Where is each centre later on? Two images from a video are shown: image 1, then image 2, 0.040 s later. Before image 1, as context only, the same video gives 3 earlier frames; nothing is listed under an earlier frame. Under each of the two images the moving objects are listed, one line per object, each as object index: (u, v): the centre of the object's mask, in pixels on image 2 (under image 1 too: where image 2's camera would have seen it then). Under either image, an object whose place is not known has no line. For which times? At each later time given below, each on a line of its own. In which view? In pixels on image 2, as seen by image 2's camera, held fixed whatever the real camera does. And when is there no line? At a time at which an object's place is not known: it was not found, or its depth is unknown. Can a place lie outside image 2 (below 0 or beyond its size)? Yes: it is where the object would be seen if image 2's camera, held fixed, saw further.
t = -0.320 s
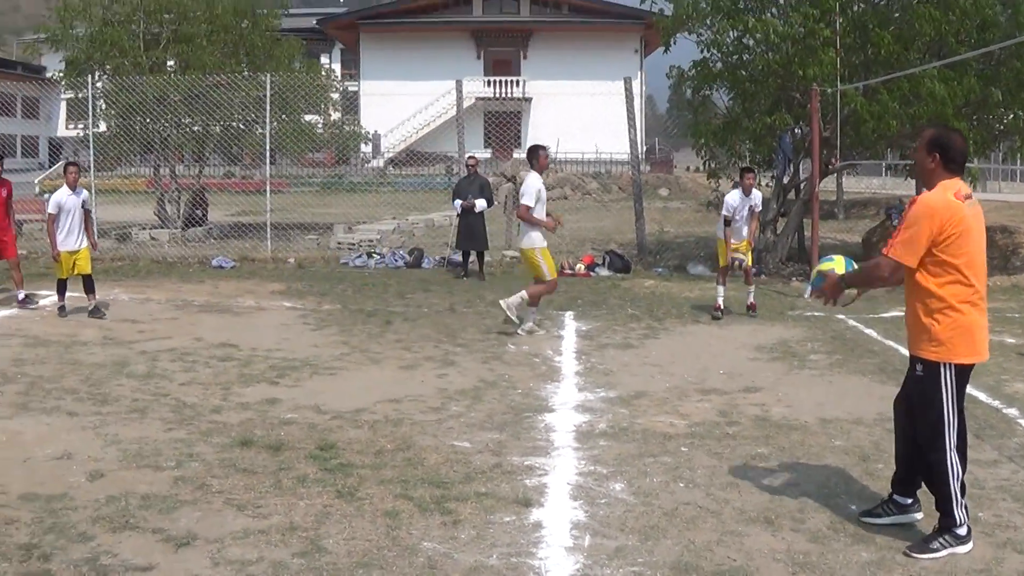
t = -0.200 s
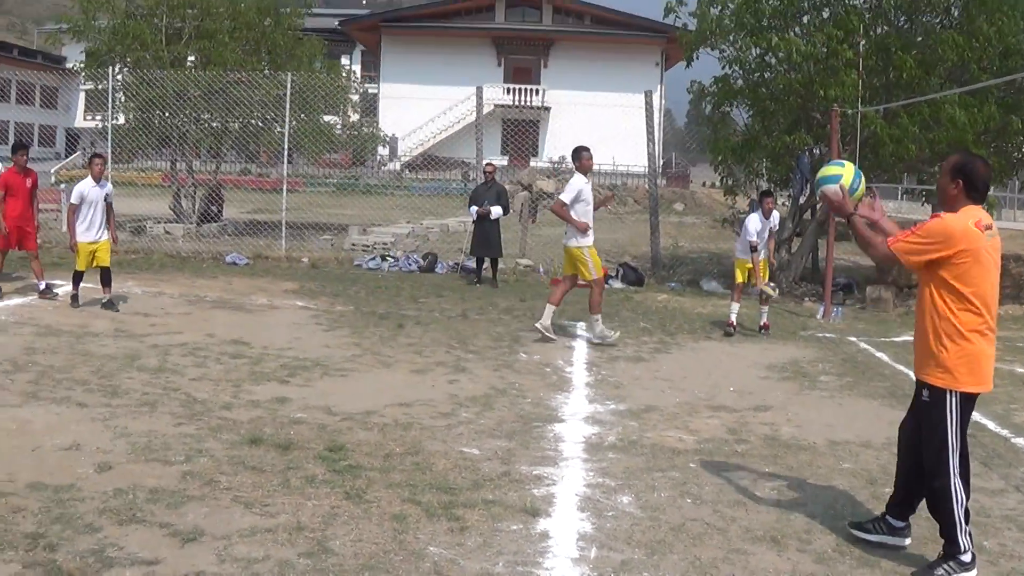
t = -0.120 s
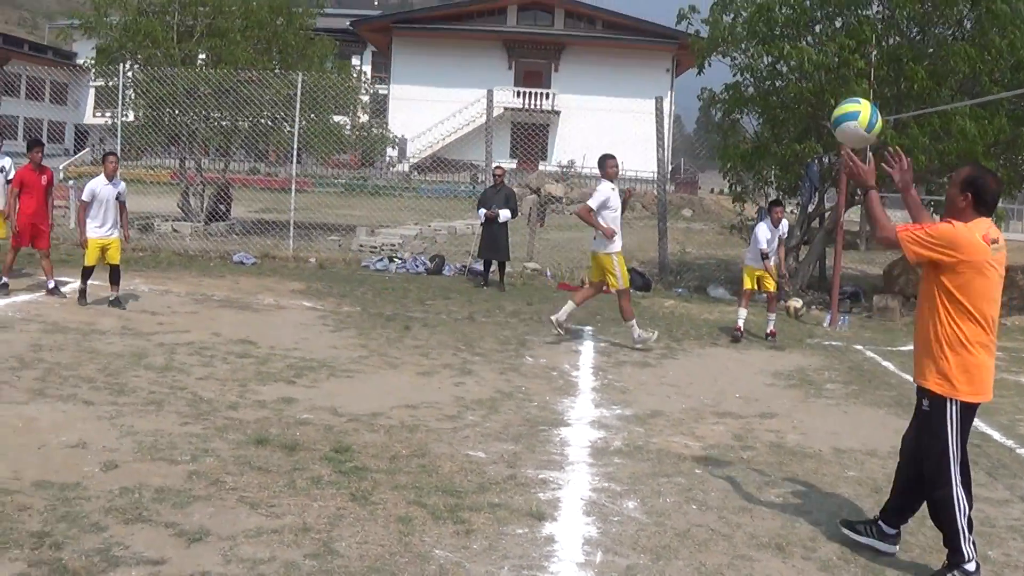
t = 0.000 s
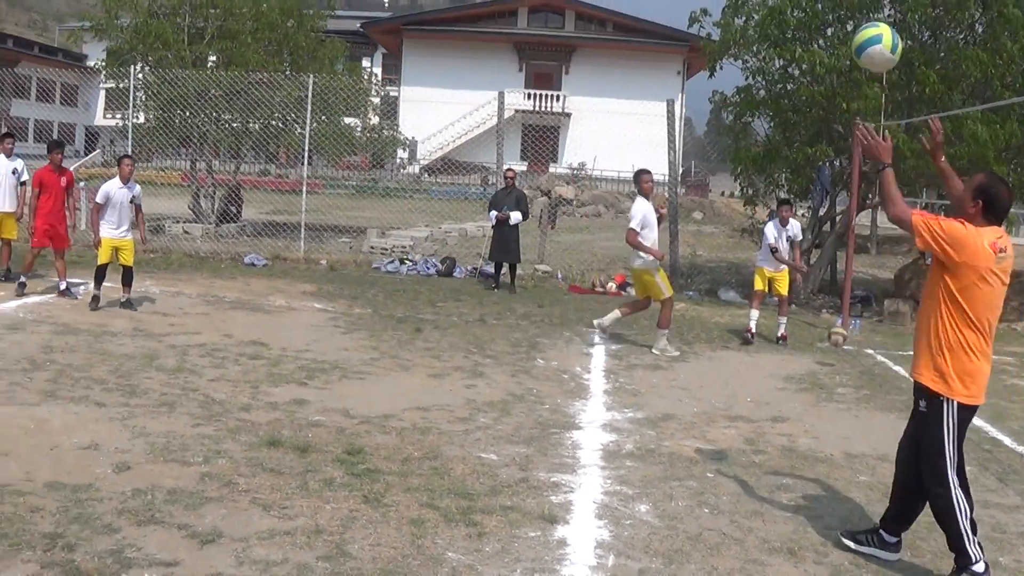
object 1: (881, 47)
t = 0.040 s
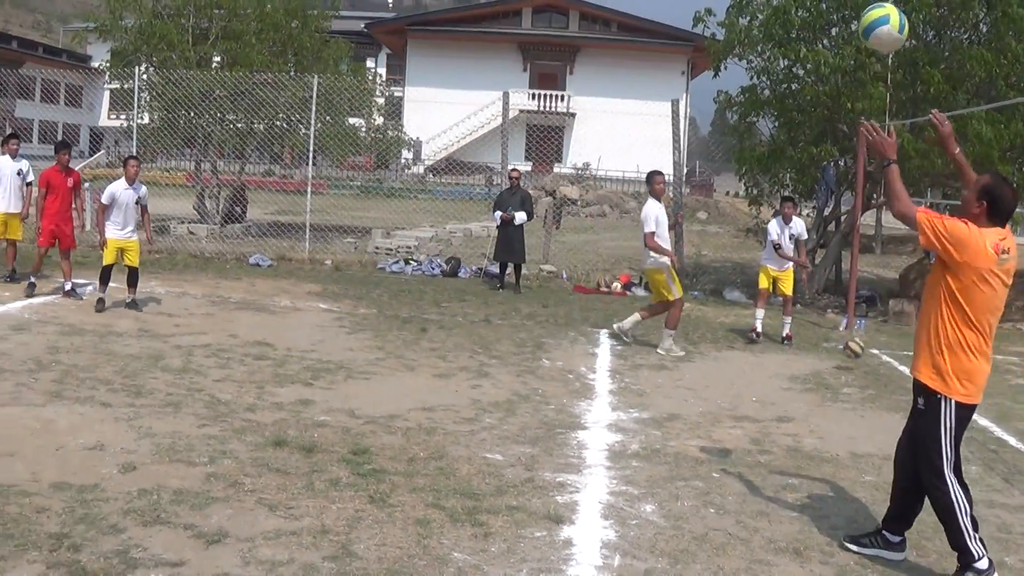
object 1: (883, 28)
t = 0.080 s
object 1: (886, 17)
